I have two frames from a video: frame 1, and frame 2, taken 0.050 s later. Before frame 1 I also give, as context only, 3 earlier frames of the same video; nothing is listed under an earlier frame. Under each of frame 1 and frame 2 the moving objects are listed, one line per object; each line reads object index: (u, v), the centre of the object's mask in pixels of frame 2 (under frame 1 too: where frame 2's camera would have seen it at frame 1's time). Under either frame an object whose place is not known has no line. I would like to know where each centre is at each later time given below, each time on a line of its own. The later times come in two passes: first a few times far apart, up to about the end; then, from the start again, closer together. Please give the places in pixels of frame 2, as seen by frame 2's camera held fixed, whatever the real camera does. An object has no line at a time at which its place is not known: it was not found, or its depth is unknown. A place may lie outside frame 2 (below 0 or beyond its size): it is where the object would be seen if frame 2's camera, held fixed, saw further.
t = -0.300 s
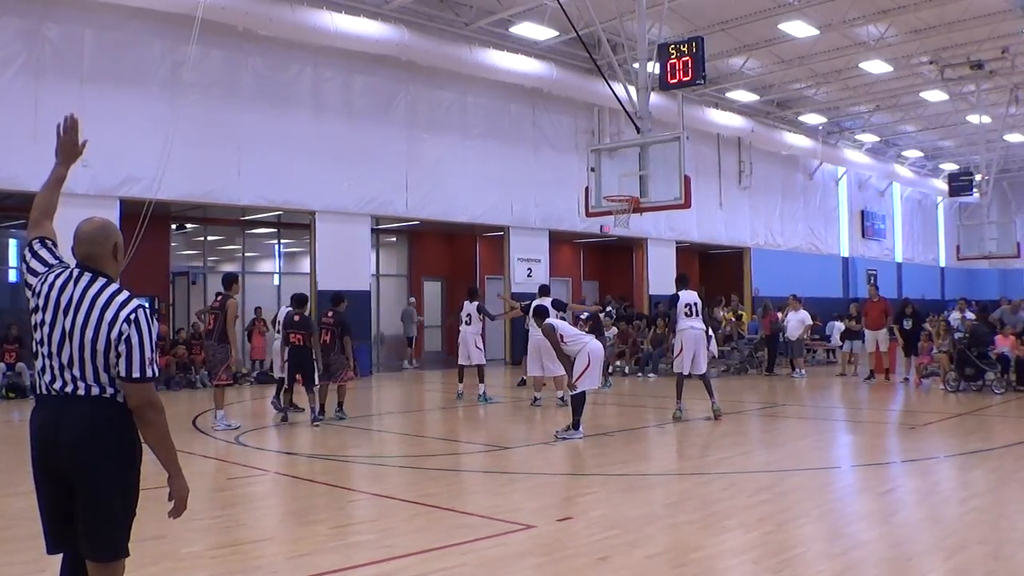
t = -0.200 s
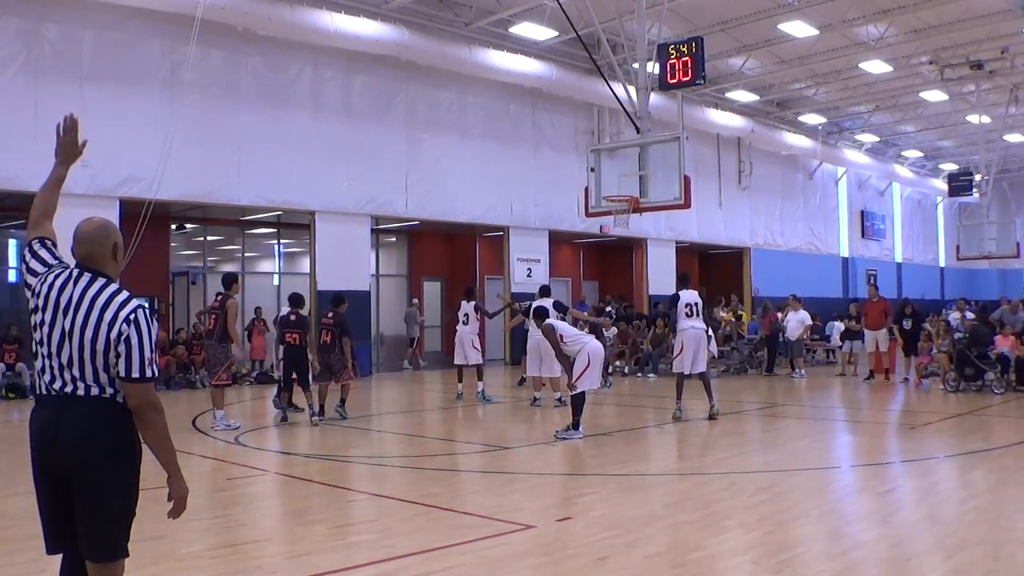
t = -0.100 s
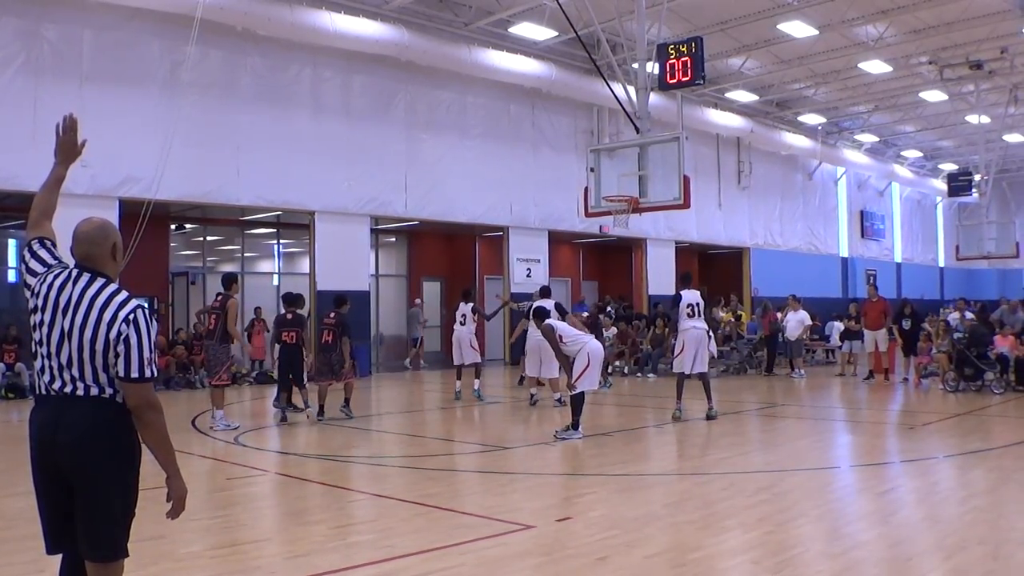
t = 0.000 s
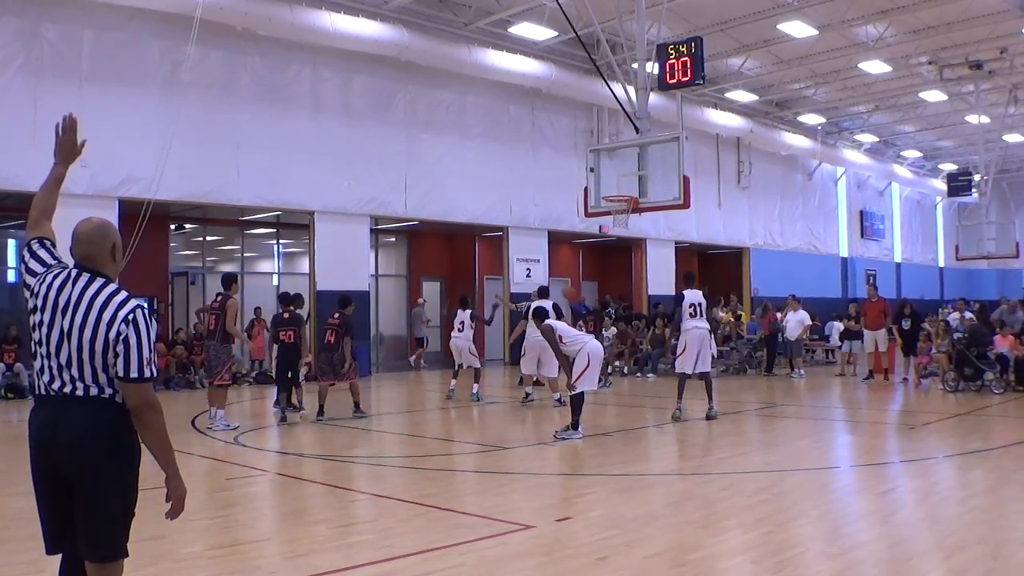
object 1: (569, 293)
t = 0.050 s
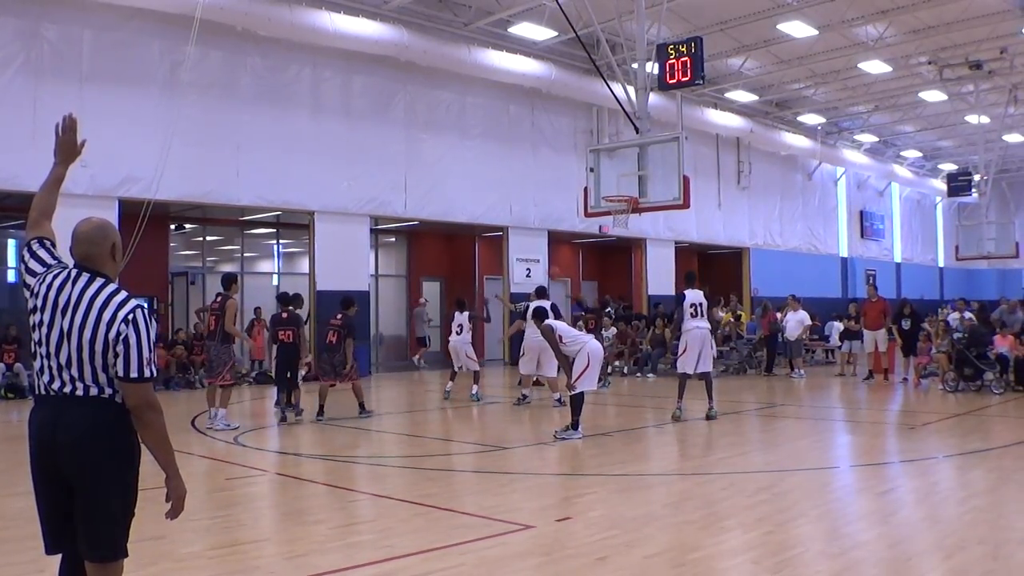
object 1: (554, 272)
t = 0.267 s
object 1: (488, 205)
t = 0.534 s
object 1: (396, 146)
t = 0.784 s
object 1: (297, 125)
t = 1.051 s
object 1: (173, 149)
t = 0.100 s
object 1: (539, 256)
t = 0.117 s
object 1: (534, 250)
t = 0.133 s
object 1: (529, 245)
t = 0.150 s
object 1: (524, 240)
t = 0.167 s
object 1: (519, 235)
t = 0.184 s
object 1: (514, 230)
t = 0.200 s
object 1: (509, 224)
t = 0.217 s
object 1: (503, 220)
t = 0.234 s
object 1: (498, 215)
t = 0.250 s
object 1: (493, 210)
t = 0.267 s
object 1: (488, 205)
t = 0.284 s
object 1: (482, 200)
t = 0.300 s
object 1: (477, 196)
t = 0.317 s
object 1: (471, 192)
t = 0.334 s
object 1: (466, 188)
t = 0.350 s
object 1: (460, 184)
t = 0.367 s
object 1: (455, 179)
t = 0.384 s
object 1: (449, 176)
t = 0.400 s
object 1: (444, 172)
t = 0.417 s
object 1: (438, 168)
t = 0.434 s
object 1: (432, 165)
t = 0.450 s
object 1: (426, 161)
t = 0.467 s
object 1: (420, 158)
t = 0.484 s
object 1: (414, 155)
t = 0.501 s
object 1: (409, 152)
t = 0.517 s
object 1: (403, 149)
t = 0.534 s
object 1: (396, 146)
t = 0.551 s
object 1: (390, 144)
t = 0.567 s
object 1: (384, 142)
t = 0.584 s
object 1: (378, 139)
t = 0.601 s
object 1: (371, 137)
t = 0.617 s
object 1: (365, 135)
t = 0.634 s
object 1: (358, 134)
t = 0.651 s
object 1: (352, 132)
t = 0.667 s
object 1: (345, 130)
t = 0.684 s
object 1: (339, 129)
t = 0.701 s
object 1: (332, 128)
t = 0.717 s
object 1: (325, 127)
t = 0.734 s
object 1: (318, 126)
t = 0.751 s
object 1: (311, 126)
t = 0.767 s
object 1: (304, 125)
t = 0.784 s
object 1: (297, 125)
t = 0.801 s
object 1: (290, 125)
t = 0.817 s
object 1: (282, 125)
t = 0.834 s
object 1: (275, 125)
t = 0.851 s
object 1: (268, 126)
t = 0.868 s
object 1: (260, 127)
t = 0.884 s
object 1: (253, 128)
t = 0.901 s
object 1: (245, 129)
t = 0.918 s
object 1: (237, 130)
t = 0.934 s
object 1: (229, 131)
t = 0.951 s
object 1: (222, 134)
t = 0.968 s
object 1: (213, 136)
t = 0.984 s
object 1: (205, 138)
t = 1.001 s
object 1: (197, 141)
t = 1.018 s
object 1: (189, 143)
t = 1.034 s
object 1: (181, 146)
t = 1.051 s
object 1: (173, 149)
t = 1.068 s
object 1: (165, 153)
